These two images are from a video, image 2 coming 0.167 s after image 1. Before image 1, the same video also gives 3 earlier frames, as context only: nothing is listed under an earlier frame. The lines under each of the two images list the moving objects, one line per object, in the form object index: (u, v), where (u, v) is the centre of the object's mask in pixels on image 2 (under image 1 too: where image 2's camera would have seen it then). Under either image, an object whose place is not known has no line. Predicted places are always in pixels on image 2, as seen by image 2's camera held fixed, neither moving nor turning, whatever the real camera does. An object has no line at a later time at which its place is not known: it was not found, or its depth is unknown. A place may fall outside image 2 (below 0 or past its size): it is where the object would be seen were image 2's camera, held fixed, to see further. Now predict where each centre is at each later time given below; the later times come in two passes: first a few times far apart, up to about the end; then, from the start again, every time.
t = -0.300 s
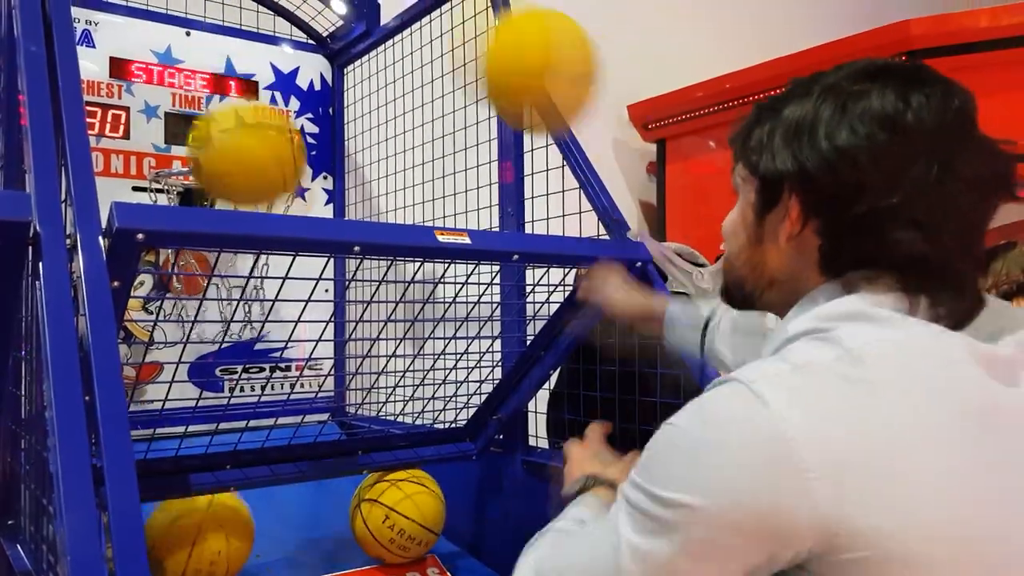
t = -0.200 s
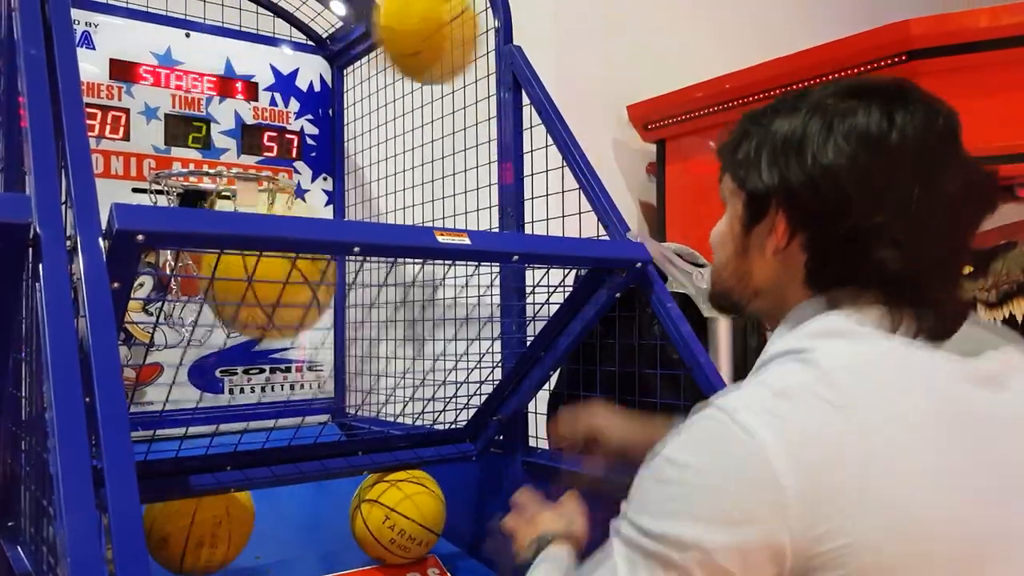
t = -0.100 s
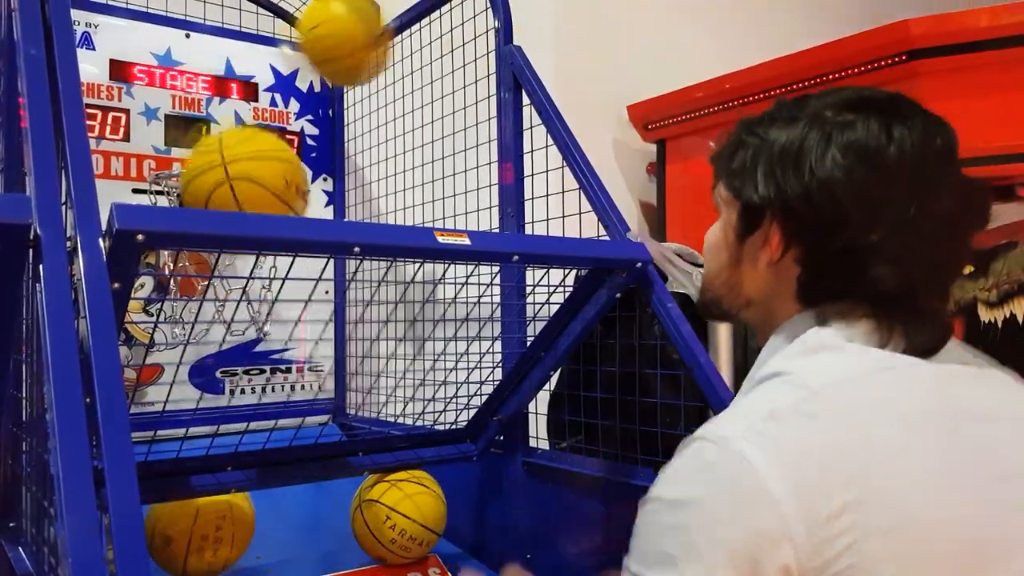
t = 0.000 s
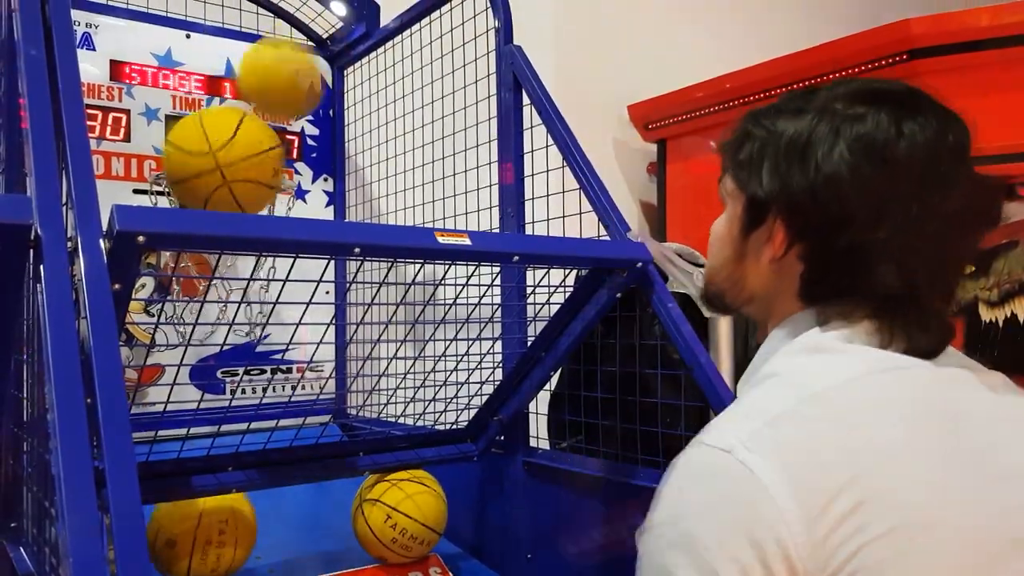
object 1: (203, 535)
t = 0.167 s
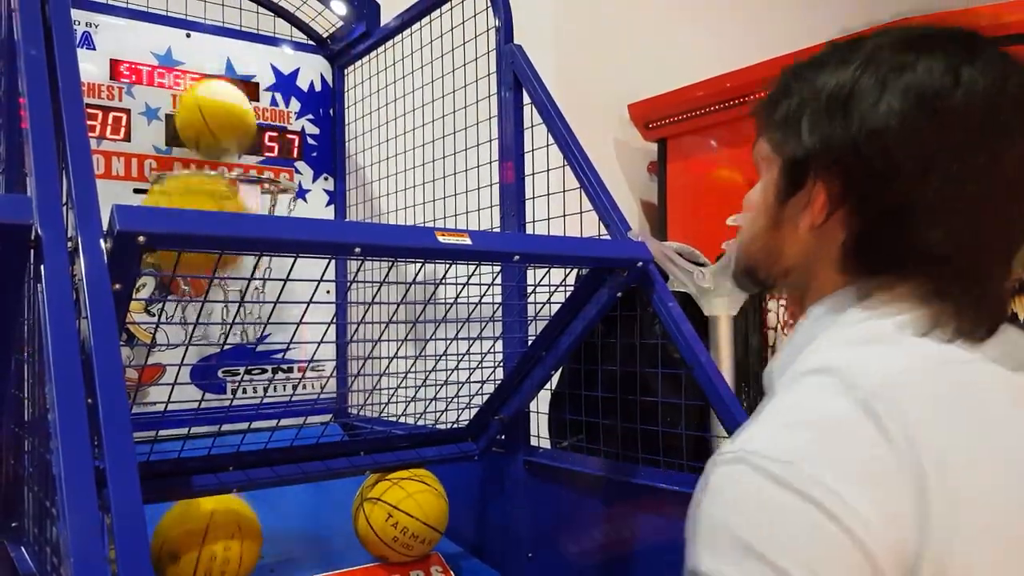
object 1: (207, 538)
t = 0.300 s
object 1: (211, 539)
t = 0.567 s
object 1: (204, 537)
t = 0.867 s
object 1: (207, 541)
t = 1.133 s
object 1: (204, 543)
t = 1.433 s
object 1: (200, 543)
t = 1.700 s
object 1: (198, 538)
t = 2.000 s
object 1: (197, 539)
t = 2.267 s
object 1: (198, 538)
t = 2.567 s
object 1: (199, 537)
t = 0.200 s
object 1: (208, 537)
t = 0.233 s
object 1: (209, 536)
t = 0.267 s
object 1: (210, 537)
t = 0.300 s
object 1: (211, 539)
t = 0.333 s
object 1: (209, 538)
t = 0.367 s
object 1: (207, 539)
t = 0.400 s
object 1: (204, 538)
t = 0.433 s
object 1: (203, 537)
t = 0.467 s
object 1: (203, 536)
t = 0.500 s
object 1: (204, 537)
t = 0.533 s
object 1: (204, 538)
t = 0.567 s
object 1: (204, 537)
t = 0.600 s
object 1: (203, 537)
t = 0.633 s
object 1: (203, 537)
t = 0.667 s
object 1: (204, 538)
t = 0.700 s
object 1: (204, 537)
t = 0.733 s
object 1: (204, 538)
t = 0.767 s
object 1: (205, 539)
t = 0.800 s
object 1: (205, 539)
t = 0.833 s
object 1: (206, 540)
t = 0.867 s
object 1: (207, 541)
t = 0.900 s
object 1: (207, 541)
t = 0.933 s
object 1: (208, 542)
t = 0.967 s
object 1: (208, 542)
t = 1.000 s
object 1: (207, 542)
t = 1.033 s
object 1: (207, 543)
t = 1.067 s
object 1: (206, 543)
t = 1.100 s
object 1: (205, 543)
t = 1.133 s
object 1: (204, 543)
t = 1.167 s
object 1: (204, 543)
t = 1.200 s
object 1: (203, 543)
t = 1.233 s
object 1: (203, 543)
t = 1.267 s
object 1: (202, 543)
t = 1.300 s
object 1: (201, 543)
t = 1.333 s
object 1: (201, 543)
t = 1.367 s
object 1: (201, 543)
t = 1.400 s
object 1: (200, 543)
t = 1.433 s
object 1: (200, 543)
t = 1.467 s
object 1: (200, 542)
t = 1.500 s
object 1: (200, 541)
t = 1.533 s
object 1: (197, 541)
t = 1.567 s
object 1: (195, 541)
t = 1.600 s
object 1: (198, 540)
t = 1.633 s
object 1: (196, 539)
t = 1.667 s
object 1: (196, 538)
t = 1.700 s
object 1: (198, 538)
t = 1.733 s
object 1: (197, 539)
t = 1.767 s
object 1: (197, 539)
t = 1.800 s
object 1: (197, 539)
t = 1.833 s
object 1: (197, 540)
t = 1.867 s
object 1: (197, 540)
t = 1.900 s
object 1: (197, 540)
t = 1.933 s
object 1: (197, 540)
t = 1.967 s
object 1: (197, 539)
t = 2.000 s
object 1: (197, 539)
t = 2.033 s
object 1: (197, 539)
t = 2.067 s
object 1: (198, 539)
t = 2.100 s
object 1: (198, 539)
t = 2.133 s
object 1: (198, 539)
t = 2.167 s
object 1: (198, 538)
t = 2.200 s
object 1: (198, 538)
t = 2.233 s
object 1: (198, 538)
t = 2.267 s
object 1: (198, 538)
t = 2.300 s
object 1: (198, 537)
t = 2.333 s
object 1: (199, 537)
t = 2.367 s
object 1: (199, 537)
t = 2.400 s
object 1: (199, 537)
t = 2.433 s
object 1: (199, 537)
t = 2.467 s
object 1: (199, 537)
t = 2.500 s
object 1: (199, 537)
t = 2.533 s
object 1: (199, 537)
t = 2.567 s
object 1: (199, 537)
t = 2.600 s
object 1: (199, 537)
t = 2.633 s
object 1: (199, 538)
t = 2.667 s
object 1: (200, 538)
